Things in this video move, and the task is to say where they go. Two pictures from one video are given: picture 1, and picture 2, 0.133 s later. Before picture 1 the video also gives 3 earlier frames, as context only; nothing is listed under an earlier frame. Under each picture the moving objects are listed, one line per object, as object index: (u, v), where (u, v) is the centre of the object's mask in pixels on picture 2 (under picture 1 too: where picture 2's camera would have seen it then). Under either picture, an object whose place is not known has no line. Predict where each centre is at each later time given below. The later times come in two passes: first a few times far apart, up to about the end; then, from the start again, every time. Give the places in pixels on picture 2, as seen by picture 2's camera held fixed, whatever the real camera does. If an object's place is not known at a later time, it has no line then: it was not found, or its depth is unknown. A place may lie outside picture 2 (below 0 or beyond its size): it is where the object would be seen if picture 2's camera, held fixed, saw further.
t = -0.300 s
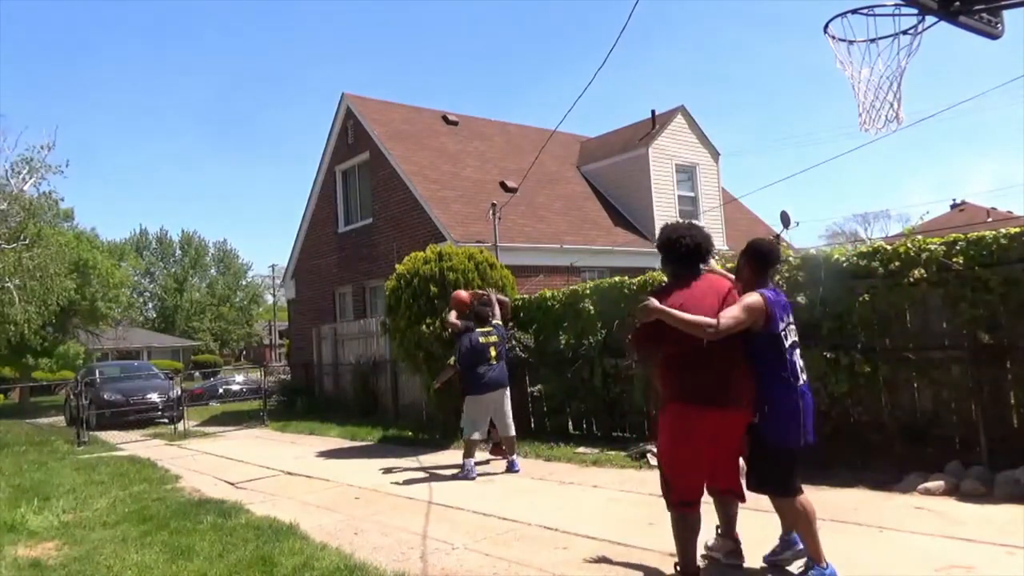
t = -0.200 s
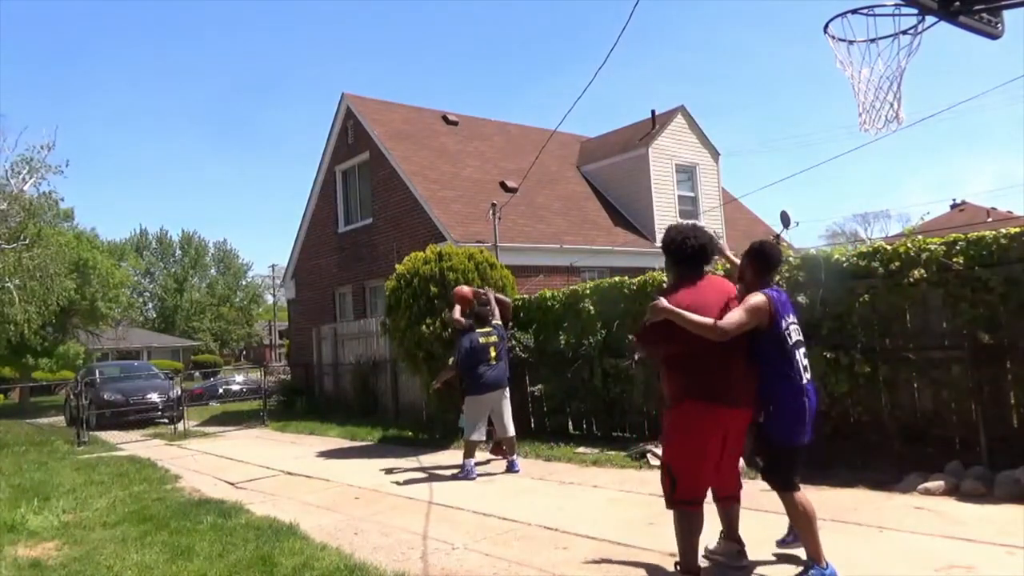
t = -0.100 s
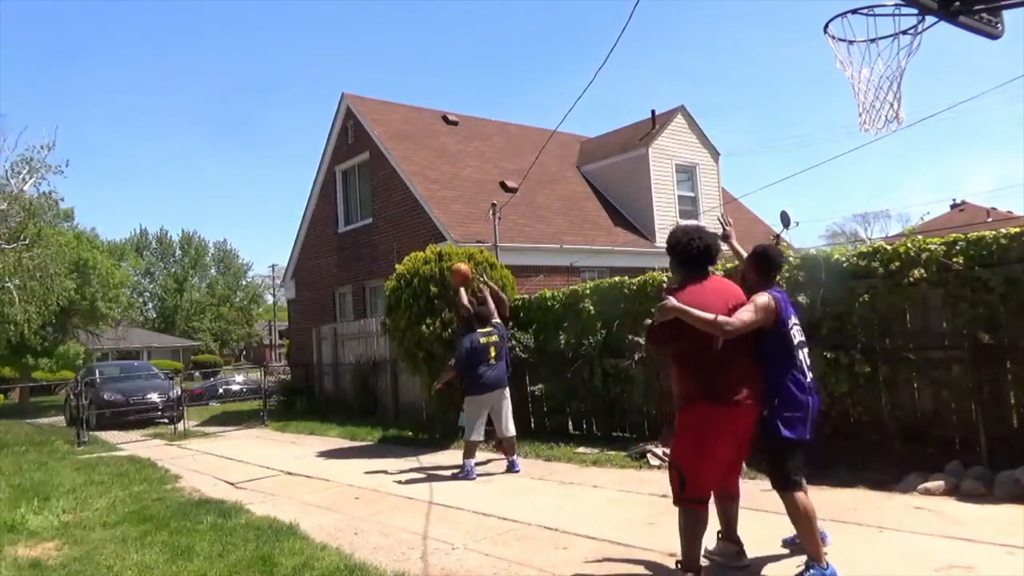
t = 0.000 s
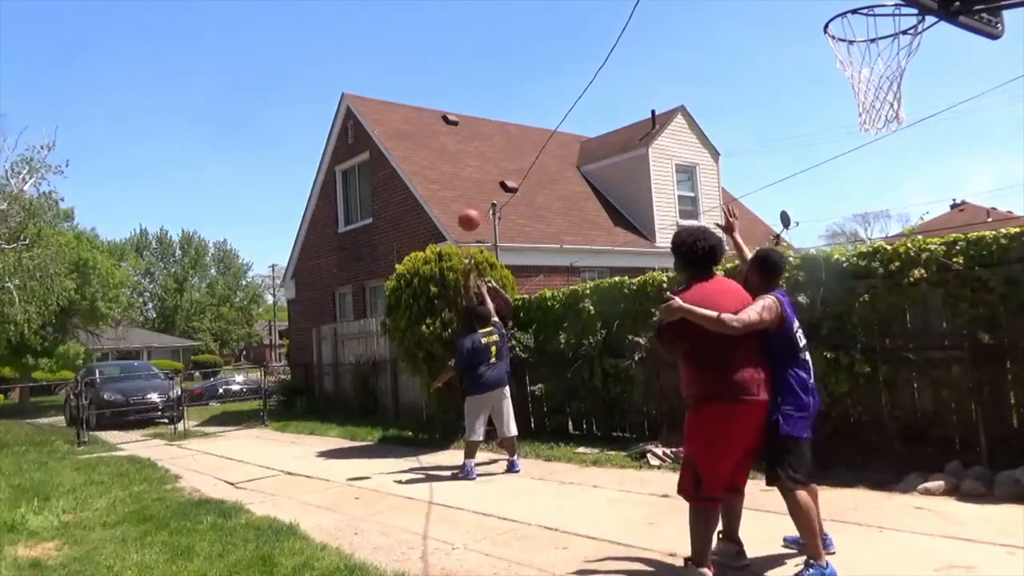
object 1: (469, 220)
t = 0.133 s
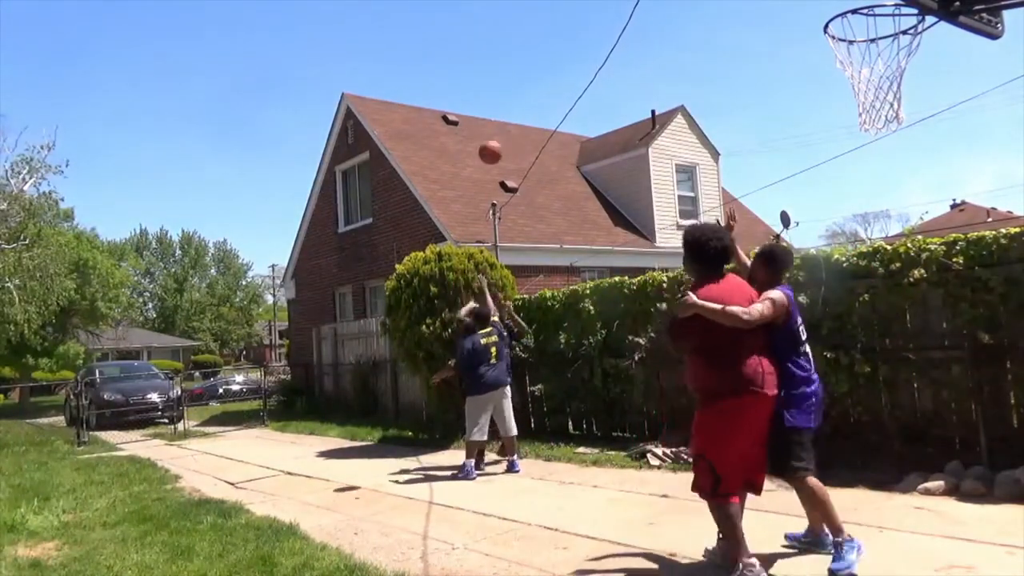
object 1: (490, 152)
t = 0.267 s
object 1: (516, 94)
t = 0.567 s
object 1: (591, 11)
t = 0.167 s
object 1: (496, 137)
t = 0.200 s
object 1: (502, 122)
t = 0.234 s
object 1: (509, 108)
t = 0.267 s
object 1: (516, 94)
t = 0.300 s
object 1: (523, 82)
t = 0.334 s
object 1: (530, 69)
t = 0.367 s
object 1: (537, 58)
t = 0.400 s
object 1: (546, 48)
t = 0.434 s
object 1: (554, 38)
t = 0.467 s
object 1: (563, 30)
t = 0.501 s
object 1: (572, 22)
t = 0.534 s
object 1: (581, 15)
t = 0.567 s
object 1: (591, 11)
